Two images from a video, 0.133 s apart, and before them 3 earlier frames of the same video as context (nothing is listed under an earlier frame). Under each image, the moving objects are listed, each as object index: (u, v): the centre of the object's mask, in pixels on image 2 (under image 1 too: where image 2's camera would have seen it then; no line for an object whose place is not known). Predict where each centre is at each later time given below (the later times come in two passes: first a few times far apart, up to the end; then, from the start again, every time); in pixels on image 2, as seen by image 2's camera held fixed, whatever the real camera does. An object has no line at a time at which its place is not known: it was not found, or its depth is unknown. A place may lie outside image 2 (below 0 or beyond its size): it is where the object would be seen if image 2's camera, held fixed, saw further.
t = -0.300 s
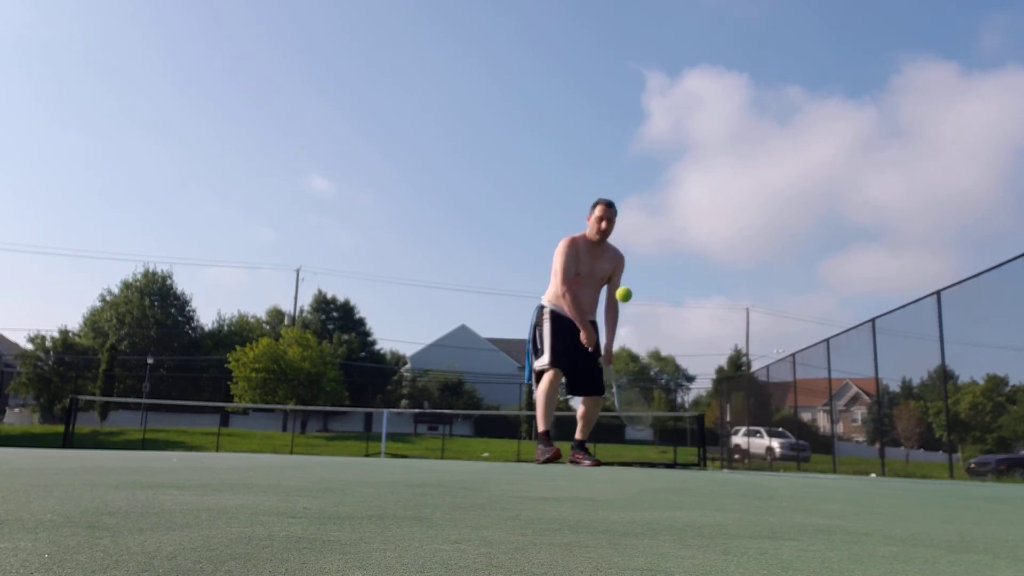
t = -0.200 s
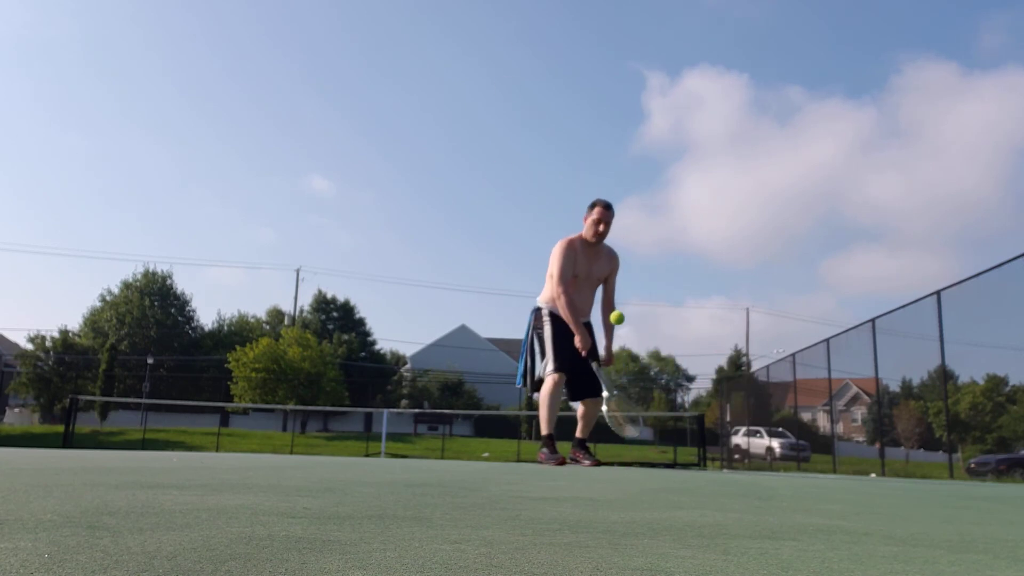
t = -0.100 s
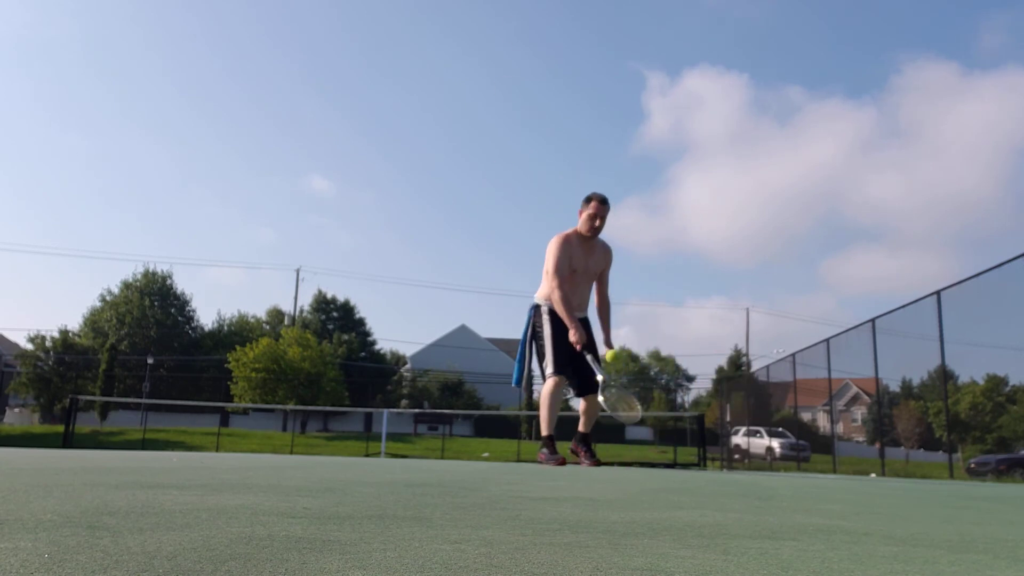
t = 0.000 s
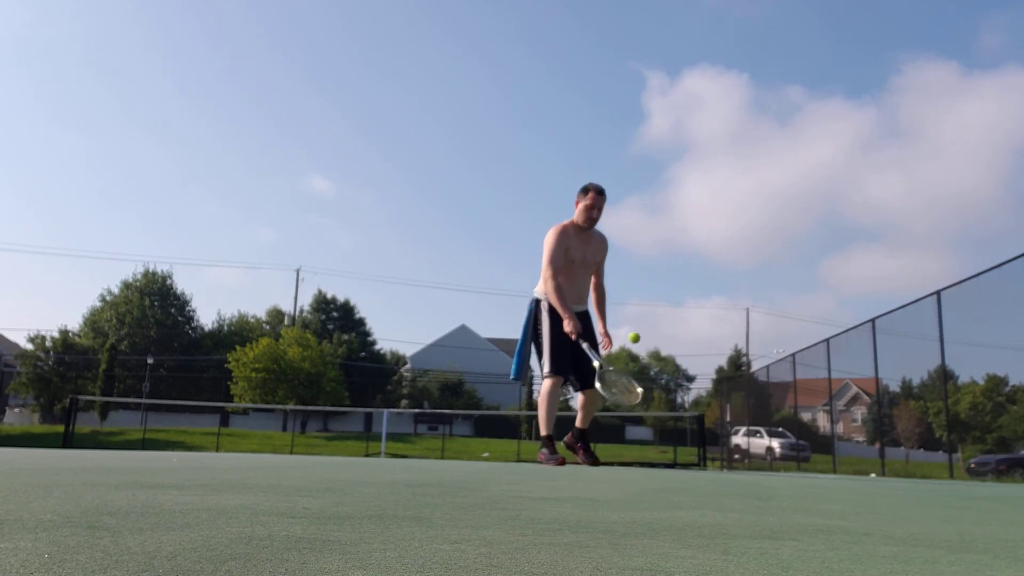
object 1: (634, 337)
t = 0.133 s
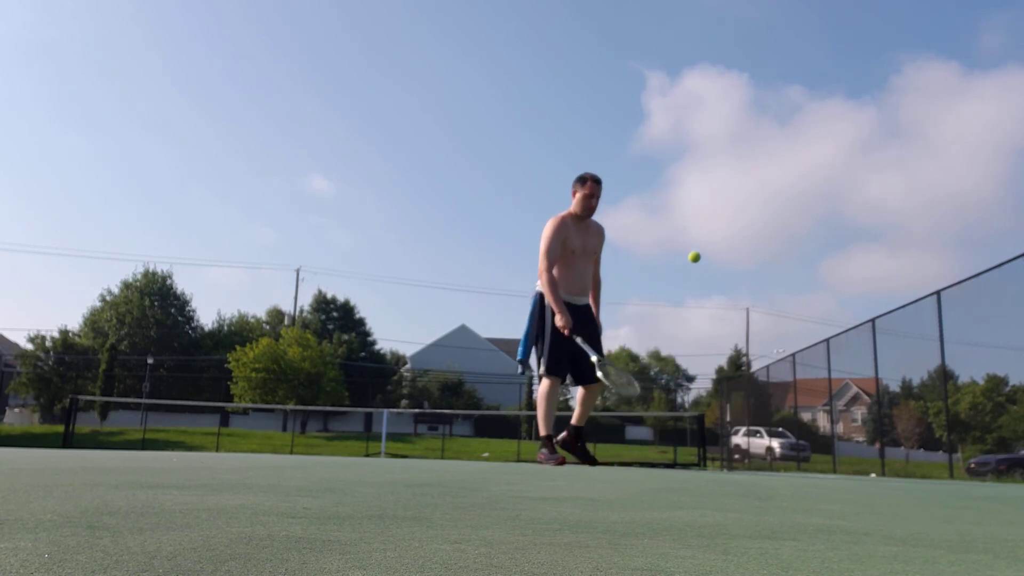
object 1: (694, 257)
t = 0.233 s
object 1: (740, 217)
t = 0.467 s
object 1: (852, 189)
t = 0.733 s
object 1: (999, 283)
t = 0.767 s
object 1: (1018, 306)
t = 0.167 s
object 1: (709, 242)
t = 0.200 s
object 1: (725, 228)
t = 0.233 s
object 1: (740, 217)
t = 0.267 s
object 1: (755, 207)
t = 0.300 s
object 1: (771, 199)
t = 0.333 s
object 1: (787, 194)
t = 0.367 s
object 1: (803, 190)
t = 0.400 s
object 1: (819, 188)
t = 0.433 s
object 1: (835, 187)
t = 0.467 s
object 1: (852, 189)
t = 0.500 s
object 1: (869, 193)
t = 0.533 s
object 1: (886, 199)
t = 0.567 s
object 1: (904, 208)
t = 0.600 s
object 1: (922, 218)
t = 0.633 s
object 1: (941, 231)
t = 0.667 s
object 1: (960, 246)
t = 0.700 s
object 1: (979, 264)
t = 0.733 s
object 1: (999, 283)
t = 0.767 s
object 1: (1018, 306)
